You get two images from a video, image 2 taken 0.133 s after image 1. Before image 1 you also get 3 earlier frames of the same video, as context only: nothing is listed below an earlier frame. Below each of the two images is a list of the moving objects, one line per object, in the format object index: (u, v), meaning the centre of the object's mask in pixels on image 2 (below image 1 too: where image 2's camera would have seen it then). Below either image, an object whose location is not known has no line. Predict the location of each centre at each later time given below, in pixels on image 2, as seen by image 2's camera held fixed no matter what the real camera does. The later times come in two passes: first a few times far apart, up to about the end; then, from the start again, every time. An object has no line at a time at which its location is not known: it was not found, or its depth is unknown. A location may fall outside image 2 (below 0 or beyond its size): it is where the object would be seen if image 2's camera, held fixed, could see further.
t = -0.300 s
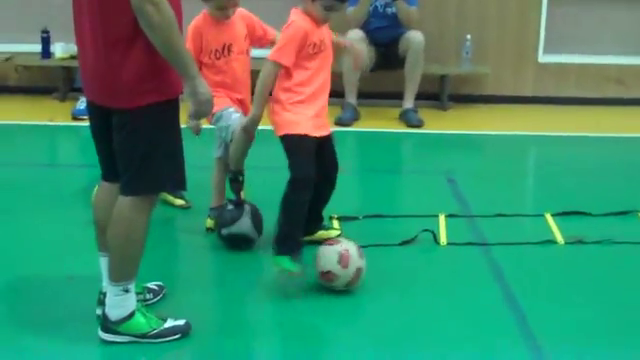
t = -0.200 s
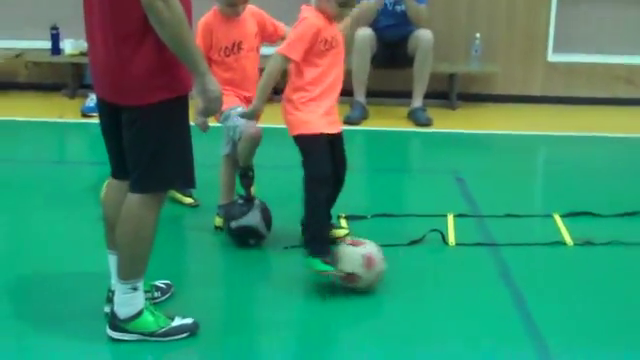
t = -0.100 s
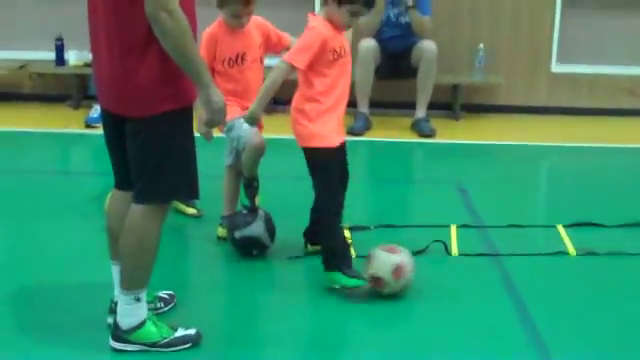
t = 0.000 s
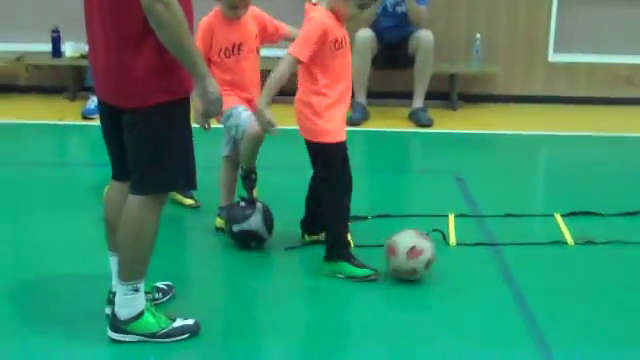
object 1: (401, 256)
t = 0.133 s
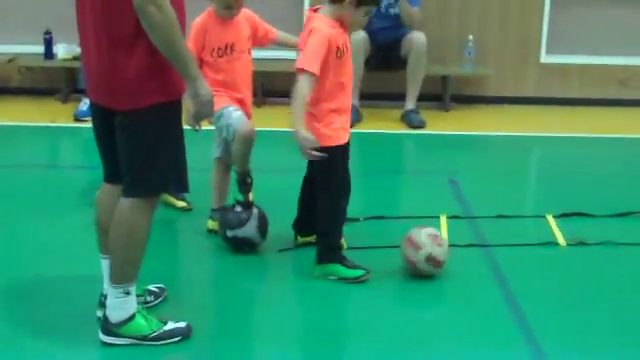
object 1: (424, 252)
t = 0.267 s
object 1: (447, 247)
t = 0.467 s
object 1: (477, 239)
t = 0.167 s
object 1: (430, 250)
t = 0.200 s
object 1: (436, 249)
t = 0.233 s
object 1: (441, 248)
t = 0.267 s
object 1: (447, 247)
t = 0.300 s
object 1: (451, 245)
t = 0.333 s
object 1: (456, 244)
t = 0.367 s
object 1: (461, 243)
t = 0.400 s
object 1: (467, 242)
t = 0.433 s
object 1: (472, 241)
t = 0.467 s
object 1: (477, 239)
